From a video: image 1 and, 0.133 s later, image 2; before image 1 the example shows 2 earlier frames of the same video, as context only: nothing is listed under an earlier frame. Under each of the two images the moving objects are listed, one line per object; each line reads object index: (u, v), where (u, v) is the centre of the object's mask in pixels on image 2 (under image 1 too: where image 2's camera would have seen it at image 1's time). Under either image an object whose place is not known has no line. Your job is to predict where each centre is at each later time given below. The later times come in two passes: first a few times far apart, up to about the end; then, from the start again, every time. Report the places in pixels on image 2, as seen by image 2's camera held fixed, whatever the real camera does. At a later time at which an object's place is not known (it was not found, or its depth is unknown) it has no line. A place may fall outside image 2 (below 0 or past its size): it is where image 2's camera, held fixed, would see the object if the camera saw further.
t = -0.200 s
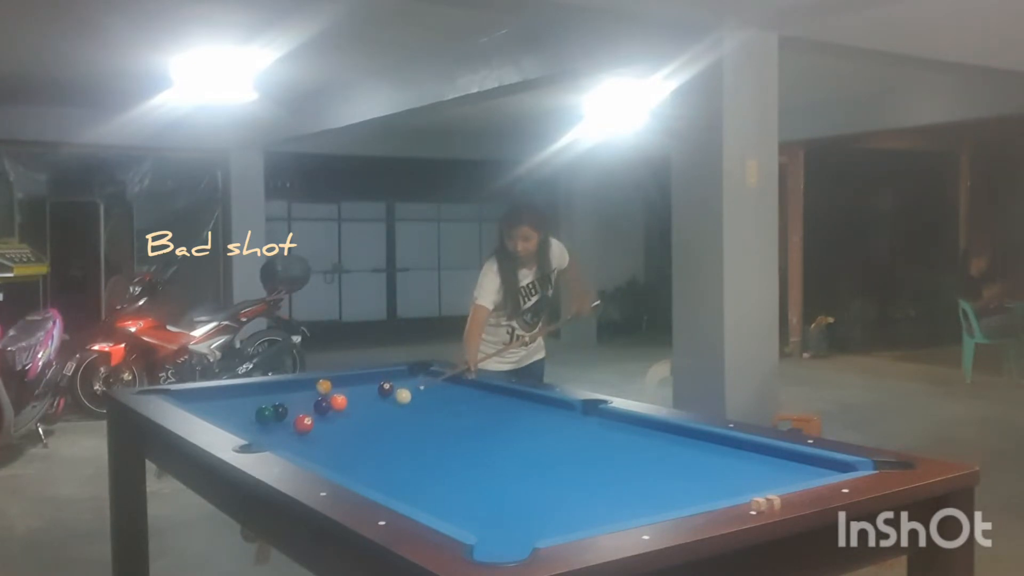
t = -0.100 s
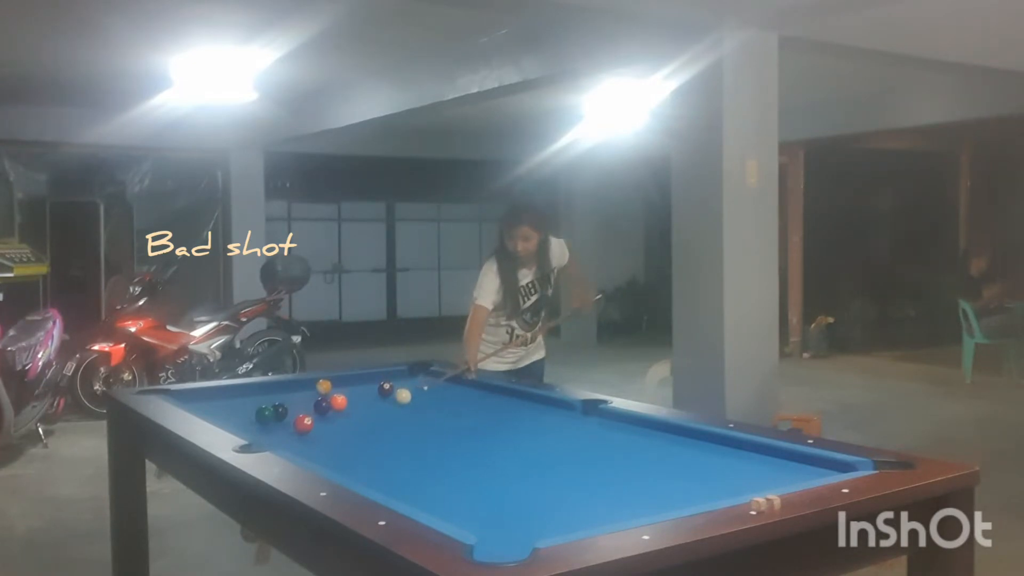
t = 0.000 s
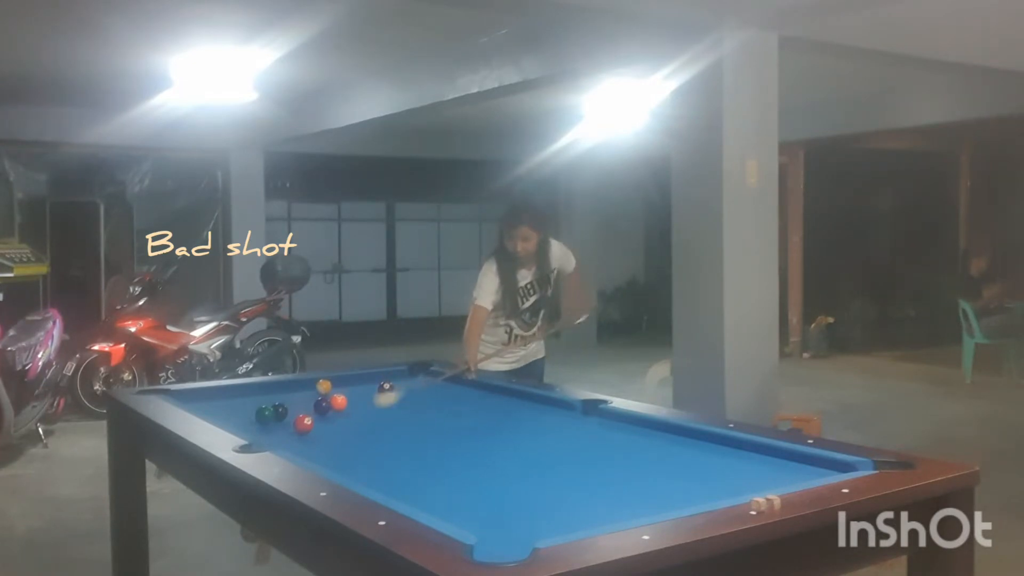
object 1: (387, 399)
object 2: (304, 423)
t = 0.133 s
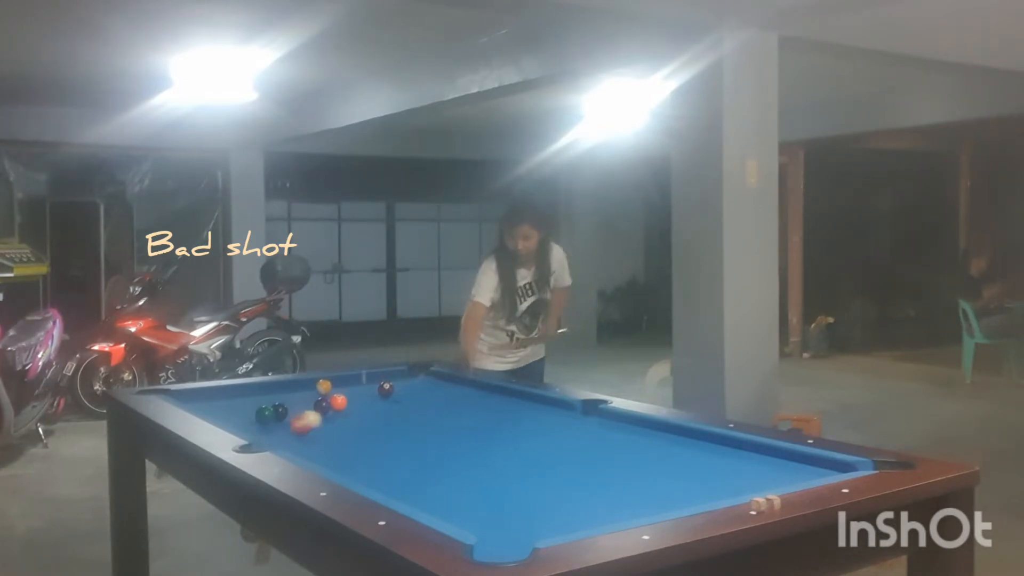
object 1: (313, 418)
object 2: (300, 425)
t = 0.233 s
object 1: (289, 420)
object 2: (282, 436)
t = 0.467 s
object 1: (248, 423)
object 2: (394, 434)
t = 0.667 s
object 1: (271, 419)
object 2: (482, 432)
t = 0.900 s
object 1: (298, 413)
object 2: (582, 429)
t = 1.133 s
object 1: (321, 409)
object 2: (668, 427)
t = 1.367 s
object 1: (340, 407)
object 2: (642, 436)
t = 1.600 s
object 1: (357, 405)
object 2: (620, 445)
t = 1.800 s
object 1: (370, 404)
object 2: (601, 452)
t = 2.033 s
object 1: (383, 403)
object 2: (576, 462)
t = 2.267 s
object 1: (394, 402)
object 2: (552, 470)
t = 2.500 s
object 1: (403, 402)
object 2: (528, 479)
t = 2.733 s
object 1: (410, 401)
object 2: (504, 488)
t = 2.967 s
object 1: (415, 401)
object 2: (481, 496)
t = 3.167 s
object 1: (418, 401)
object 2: (461, 503)
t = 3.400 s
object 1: (420, 401)
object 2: (441, 508)
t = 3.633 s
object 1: (420, 401)
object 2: (444, 509)
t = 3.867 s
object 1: (420, 401)
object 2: (457, 510)
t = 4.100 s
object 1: (420, 401)
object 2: (466, 510)
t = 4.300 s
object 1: (420, 401)
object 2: (474, 506)
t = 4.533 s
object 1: (420, 401)
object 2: (479, 505)
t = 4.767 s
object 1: (420, 401)
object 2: (482, 504)
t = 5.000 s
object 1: (420, 401)
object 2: (483, 504)
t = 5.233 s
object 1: (420, 401)
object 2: (483, 504)
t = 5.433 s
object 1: (420, 401)
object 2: (484, 504)
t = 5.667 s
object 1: (420, 401)
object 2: (483, 504)
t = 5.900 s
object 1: (420, 401)
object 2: (483, 504)
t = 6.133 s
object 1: (420, 401)
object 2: (483, 504)
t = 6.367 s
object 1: (420, 401)
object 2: (483, 504)
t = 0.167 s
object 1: (305, 420)
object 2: (285, 430)
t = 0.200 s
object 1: (297, 420)
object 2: (271, 434)
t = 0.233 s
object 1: (289, 420)
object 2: (282, 436)
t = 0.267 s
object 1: (281, 421)
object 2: (300, 436)
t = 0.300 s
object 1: (273, 422)
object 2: (317, 436)
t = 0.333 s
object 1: (265, 422)
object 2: (333, 436)
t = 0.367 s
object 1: (256, 423)
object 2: (348, 436)
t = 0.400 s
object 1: (248, 424)
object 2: (363, 435)
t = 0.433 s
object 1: (243, 424)
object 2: (379, 435)
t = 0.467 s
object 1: (248, 423)
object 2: (394, 434)
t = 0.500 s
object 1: (252, 423)
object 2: (409, 434)
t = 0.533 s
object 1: (256, 422)
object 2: (423, 433)
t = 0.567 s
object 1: (260, 421)
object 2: (438, 433)
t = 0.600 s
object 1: (264, 420)
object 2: (453, 432)
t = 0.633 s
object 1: (268, 419)
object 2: (468, 432)
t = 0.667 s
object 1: (271, 419)
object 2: (482, 432)
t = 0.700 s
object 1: (276, 418)
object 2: (497, 431)
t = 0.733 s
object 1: (279, 418)
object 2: (511, 431)
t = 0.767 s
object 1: (283, 417)
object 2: (526, 430)
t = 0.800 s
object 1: (287, 416)
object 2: (540, 430)
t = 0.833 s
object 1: (290, 415)
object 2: (554, 430)
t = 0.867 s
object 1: (294, 414)
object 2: (568, 429)
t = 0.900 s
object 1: (298, 413)
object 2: (582, 429)
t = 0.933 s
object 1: (301, 413)
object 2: (596, 428)
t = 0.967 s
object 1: (304, 412)
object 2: (609, 428)
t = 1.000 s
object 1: (308, 411)
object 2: (623, 427)
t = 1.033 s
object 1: (311, 410)
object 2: (637, 427)
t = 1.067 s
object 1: (314, 410)
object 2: (650, 427)
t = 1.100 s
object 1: (318, 409)
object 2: (663, 427)
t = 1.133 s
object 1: (321, 409)
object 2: (668, 427)
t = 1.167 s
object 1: (324, 408)
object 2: (663, 428)
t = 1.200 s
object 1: (326, 408)
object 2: (659, 429)
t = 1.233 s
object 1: (329, 408)
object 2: (655, 431)
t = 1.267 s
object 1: (332, 408)
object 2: (652, 431)
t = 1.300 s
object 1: (335, 408)
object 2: (649, 432)
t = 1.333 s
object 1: (338, 408)
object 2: (646, 434)
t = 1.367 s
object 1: (340, 407)
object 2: (642, 436)
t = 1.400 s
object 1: (342, 407)
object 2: (639, 437)
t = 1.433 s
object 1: (346, 407)
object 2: (636, 438)
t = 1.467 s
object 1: (348, 406)
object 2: (633, 440)
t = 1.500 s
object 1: (350, 406)
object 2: (630, 441)
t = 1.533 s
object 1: (353, 406)
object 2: (626, 442)
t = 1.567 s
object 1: (355, 406)
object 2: (623, 443)
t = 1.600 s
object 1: (357, 405)
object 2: (620, 445)
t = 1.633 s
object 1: (359, 405)
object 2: (617, 446)
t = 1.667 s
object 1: (361, 405)
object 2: (614, 448)
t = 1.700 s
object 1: (364, 405)
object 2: (610, 449)
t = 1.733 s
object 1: (366, 404)
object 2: (607, 450)
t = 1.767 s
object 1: (368, 404)
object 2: (603, 451)
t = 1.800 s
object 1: (370, 404)
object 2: (601, 452)
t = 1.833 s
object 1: (372, 404)
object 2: (597, 454)
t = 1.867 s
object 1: (374, 404)
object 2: (593, 455)
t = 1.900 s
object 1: (376, 403)
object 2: (590, 456)
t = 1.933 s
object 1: (378, 403)
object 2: (587, 457)
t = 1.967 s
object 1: (380, 403)
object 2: (583, 459)
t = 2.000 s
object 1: (382, 403)
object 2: (580, 460)
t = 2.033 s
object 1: (383, 403)
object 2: (576, 462)
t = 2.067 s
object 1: (385, 403)
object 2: (573, 463)
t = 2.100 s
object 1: (387, 403)
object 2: (570, 464)
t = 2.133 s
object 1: (389, 403)
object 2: (566, 465)
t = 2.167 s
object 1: (390, 402)
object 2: (563, 467)
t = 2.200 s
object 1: (392, 402)
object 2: (559, 468)
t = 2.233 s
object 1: (393, 402)
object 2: (556, 469)
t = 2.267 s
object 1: (394, 402)
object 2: (552, 470)
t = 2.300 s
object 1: (396, 402)
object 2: (549, 472)
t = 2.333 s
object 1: (397, 402)
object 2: (545, 473)
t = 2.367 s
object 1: (399, 402)
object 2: (542, 474)
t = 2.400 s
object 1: (399, 402)
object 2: (538, 476)
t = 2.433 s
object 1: (401, 402)
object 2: (535, 477)
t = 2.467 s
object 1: (402, 402)
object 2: (532, 478)
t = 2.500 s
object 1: (403, 402)
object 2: (528, 479)
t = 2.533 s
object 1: (404, 401)
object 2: (525, 480)
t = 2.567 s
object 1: (406, 401)
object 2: (521, 482)
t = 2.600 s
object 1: (406, 401)
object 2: (518, 483)
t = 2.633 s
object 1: (408, 401)
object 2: (514, 484)
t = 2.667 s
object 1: (408, 401)
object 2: (511, 485)
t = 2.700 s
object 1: (409, 401)
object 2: (507, 486)
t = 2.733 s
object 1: (410, 401)
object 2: (504, 488)
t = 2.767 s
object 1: (411, 401)
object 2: (501, 489)
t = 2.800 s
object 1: (412, 401)
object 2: (497, 491)
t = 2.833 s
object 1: (413, 401)
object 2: (494, 492)
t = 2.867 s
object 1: (413, 401)
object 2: (491, 493)
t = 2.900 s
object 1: (414, 401)
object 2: (487, 494)
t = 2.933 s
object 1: (415, 401)
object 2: (484, 495)
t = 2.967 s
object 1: (415, 401)
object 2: (481, 496)
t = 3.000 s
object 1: (416, 401)
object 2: (477, 498)
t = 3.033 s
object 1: (417, 401)
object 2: (474, 499)
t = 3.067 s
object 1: (417, 401)
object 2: (471, 500)
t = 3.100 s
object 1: (417, 401)
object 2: (468, 501)
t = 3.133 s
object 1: (418, 401)
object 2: (465, 502)
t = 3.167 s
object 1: (418, 401)
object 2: (461, 503)
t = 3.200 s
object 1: (418, 401)
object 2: (458, 504)
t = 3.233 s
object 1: (419, 401)
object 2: (455, 505)
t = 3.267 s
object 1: (419, 401)
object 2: (452, 506)
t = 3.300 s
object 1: (419, 401)
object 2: (449, 507)
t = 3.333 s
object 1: (419, 401)
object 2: (447, 508)
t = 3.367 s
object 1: (420, 401)
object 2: (444, 508)
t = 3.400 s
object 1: (420, 401)
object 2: (441, 508)
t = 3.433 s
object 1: (420, 401)
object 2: (439, 508)
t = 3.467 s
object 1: (419, 401)
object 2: (436, 509)
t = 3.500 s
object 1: (420, 401)
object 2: (436, 509)
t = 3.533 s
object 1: (420, 401)
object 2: (437, 509)
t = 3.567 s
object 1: (420, 401)
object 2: (439, 509)
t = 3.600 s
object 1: (420, 401)
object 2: (442, 509)
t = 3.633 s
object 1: (420, 401)
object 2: (444, 509)
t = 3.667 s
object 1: (420, 401)
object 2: (446, 509)
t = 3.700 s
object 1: (419, 401)
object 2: (448, 509)
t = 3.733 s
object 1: (419, 401)
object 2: (450, 510)
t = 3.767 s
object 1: (419, 401)
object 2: (451, 510)
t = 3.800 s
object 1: (420, 401)
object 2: (453, 510)
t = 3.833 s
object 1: (420, 401)
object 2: (455, 510)
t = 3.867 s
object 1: (420, 401)
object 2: (457, 510)
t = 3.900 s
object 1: (420, 401)
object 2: (458, 510)
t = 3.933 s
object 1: (420, 401)
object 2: (460, 511)
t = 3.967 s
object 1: (420, 401)
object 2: (461, 511)
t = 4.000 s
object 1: (420, 401)
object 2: (462, 510)
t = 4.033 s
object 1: (420, 401)
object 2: (463, 510)
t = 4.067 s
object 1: (420, 401)
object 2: (464, 510)
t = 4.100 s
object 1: (420, 401)
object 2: (466, 510)
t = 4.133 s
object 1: (420, 401)
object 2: (468, 509)
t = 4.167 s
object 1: (420, 401)
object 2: (469, 508)
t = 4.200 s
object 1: (420, 401)
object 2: (470, 507)
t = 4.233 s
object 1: (419, 401)
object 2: (472, 506)
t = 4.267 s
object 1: (419, 401)
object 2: (472, 507)
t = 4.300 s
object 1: (420, 401)
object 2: (474, 506)
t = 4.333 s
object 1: (420, 401)
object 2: (475, 506)
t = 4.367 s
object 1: (420, 401)
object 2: (475, 506)
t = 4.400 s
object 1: (420, 401)
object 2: (476, 505)
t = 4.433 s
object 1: (420, 401)
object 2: (477, 505)
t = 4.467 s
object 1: (420, 401)
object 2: (478, 505)
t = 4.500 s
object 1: (420, 401)
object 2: (478, 505)
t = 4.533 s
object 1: (420, 401)
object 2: (479, 505)
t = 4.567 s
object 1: (420, 401)
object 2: (479, 505)
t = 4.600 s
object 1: (420, 401)
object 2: (480, 505)
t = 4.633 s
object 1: (420, 401)
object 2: (480, 505)
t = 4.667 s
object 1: (420, 401)
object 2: (481, 505)
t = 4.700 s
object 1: (420, 401)
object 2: (481, 505)
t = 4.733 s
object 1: (420, 401)
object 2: (482, 504)
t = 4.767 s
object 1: (420, 401)
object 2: (482, 504)
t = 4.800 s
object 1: (420, 401)
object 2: (482, 504)
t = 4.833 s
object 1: (420, 401)
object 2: (482, 504)
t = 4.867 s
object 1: (420, 401)
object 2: (483, 504)
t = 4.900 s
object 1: (420, 401)
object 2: (483, 504)
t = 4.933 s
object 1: (420, 401)
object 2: (483, 504)
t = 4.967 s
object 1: (420, 401)
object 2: (483, 504)
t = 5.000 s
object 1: (420, 401)
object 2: (483, 504)
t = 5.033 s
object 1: (420, 401)
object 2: (483, 504)
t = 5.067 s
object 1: (420, 401)
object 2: (483, 504)
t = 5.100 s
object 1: (420, 401)
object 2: (483, 504)
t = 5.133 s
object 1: (420, 401)
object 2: (483, 504)
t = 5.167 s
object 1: (420, 401)
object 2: (483, 504)
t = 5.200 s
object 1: (420, 401)
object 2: (483, 504)
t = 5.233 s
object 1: (420, 401)
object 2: (483, 504)
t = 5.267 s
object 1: (420, 401)
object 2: (483, 504)
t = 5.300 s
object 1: (420, 401)
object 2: (483, 504)
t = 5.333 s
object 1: (420, 401)
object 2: (483, 504)
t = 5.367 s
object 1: (420, 401)
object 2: (483, 504)
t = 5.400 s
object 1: (420, 401)
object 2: (484, 504)
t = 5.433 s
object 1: (420, 401)
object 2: (484, 504)
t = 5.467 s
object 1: (420, 401)
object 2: (484, 504)
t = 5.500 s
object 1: (420, 401)
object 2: (484, 504)
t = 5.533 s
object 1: (420, 401)
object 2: (484, 504)
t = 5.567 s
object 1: (420, 401)
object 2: (484, 504)
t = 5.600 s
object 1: (420, 401)
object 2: (483, 504)
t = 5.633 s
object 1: (420, 401)
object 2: (483, 504)
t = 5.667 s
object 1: (420, 401)
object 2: (483, 504)
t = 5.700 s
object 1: (420, 401)
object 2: (483, 504)
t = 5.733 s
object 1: (420, 401)
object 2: (483, 504)
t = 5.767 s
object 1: (420, 401)
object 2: (483, 504)
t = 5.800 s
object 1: (420, 401)
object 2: (483, 504)
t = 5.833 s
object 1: (420, 401)
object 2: (483, 504)
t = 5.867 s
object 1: (420, 401)
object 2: (483, 504)
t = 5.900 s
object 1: (420, 401)
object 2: (483, 504)
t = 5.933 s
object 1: (420, 401)
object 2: (483, 504)
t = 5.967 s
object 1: (420, 401)
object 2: (483, 504)
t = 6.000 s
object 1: (420, 401)
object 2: (483, 504)
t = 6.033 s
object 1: (420, 401)
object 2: (483, 504)
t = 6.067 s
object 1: (420, 401)
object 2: (483, 504)
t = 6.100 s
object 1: (420, 401)
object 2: (483, 504)
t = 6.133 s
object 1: (420, 401)
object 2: (483, 504)
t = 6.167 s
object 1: (420, 401)
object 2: (483, 504)
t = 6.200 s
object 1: (420, 401)
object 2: (483, 504)
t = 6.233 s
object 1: (420, 401)
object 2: (483, 504)
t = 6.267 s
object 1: (420, 401)
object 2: (483, 504)
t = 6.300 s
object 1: (420, 401)
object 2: (483, 504)
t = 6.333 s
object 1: (420, 401)
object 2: (483, 504)
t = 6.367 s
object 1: (420, 401)
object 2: (483, 504)
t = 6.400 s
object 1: (420, 401)
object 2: (483, 504)
